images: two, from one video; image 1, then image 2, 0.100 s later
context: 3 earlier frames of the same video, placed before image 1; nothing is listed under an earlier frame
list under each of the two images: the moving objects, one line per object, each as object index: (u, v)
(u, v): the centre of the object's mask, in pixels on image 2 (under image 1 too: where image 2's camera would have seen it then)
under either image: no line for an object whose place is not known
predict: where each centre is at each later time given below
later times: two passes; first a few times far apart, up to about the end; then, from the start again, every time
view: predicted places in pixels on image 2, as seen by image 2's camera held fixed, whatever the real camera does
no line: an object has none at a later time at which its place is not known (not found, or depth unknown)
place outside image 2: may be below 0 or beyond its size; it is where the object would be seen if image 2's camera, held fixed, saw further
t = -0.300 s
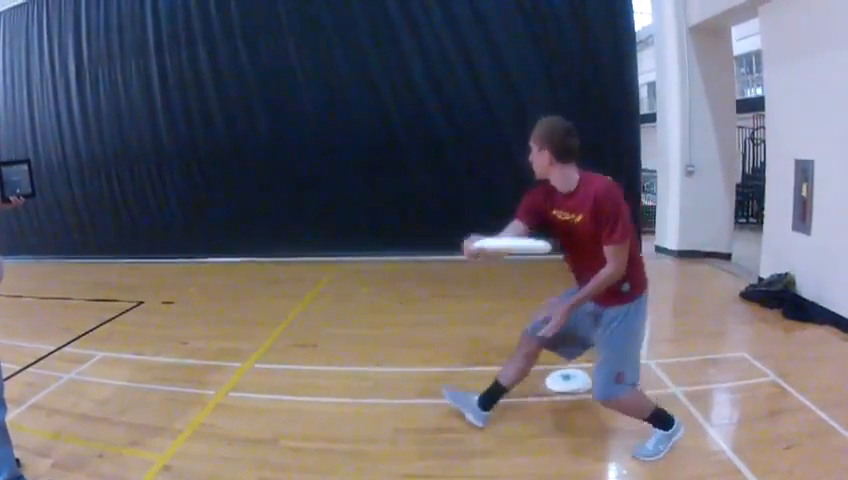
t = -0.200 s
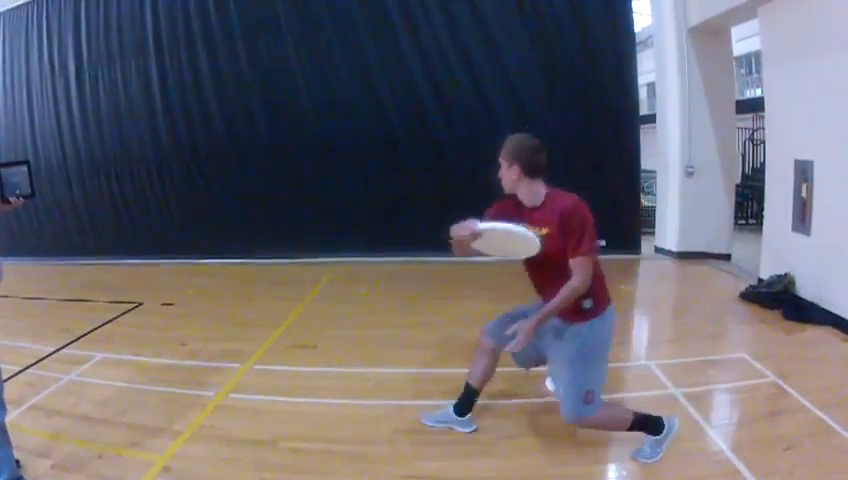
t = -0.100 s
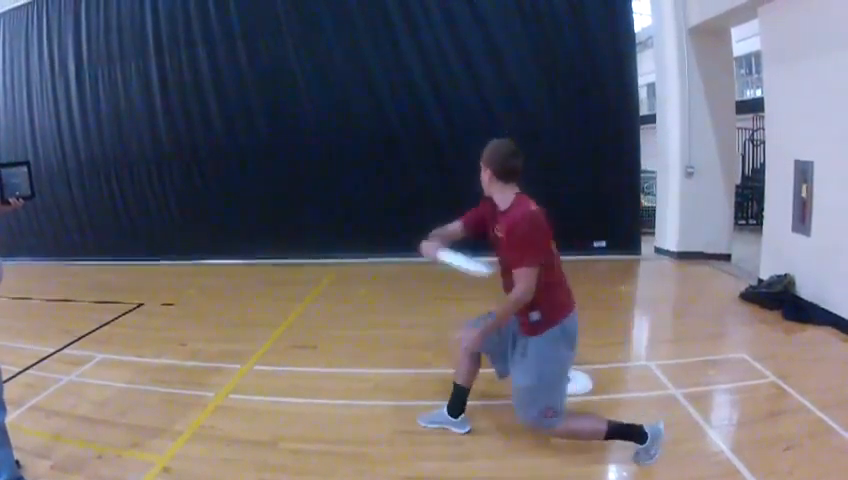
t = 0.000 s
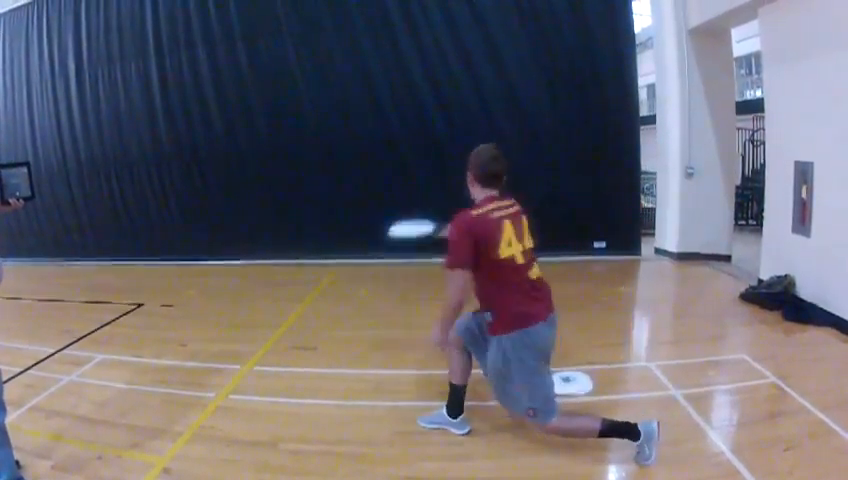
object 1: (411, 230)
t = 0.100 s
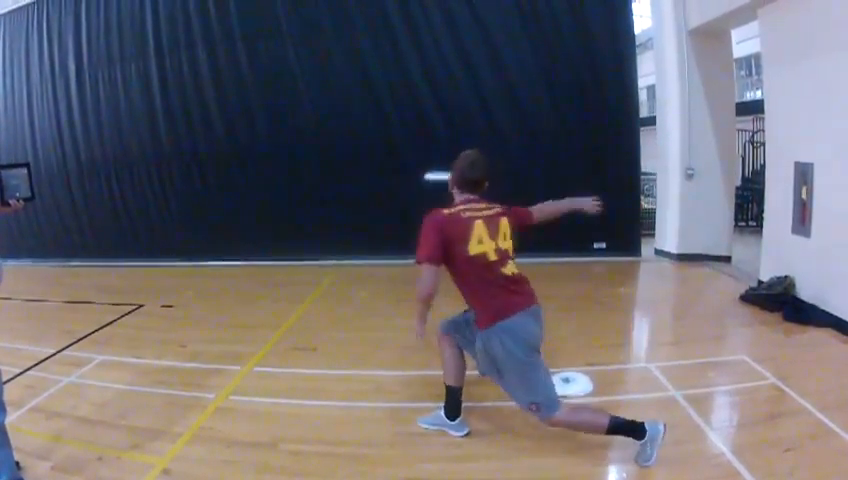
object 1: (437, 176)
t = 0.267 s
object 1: (444, 150)
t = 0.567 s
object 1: (394, 178)
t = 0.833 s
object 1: (353, 251)
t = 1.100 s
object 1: (325, 268)
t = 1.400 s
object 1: (299, 299)
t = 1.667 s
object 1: (272, 318)
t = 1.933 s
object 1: (251, 331)
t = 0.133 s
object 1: (439, 169)
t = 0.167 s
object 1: (442, 163)
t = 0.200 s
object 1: (445, 157)
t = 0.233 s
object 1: (446, 155)
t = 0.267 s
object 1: (444, 150)
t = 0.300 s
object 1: (440, 151)
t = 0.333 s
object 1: (435, 153)
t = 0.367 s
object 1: (430, 156)
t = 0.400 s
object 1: (423, 158)
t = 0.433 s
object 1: (416, 160)
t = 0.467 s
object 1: (411, 164)
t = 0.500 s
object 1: (404, 169)
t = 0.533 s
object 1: (399, 173)
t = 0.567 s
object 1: (394, 178)
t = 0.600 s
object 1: (386, 186)
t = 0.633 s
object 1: (382, 192)
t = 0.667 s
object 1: (377, 200)
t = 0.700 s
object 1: (370, 209)
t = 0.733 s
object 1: (366, 218)
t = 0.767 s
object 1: (362, 227)
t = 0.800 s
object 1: (357, 240)
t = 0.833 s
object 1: (353, 251)
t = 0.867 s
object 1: (349, 261)
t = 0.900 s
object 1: (345, 277)
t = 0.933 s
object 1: (342, 279)
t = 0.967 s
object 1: (340, 280)
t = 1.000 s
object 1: (336, 276)
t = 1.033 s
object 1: (333, 273)
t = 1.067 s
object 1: (329, 270)
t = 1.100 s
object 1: (325, 268)
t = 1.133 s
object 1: (323, 269)
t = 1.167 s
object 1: (320, 269)
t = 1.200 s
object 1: (316, 271)
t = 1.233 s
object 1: (313, 272)
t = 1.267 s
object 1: (309, 276)
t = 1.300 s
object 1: (306, 282)
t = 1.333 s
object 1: (305, 287)
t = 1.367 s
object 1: (302, 293)
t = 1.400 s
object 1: (299, 299)
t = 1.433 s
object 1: (295, 301)
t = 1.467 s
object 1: (293, 304)
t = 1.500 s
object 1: (288, 306)
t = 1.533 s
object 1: (286, 307)
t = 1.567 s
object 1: (283, 309)
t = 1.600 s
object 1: (279, 312)
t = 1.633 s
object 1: (275, 314)
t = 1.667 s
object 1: (272, 318)
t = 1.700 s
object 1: (268, 321)
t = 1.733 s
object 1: (265, 322)
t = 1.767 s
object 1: (262, 323)
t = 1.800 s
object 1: (258, 324)
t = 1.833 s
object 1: (257, 325)
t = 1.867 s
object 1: (255, 325)
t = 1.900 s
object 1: (253, 328)
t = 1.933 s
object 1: (251, 331)
